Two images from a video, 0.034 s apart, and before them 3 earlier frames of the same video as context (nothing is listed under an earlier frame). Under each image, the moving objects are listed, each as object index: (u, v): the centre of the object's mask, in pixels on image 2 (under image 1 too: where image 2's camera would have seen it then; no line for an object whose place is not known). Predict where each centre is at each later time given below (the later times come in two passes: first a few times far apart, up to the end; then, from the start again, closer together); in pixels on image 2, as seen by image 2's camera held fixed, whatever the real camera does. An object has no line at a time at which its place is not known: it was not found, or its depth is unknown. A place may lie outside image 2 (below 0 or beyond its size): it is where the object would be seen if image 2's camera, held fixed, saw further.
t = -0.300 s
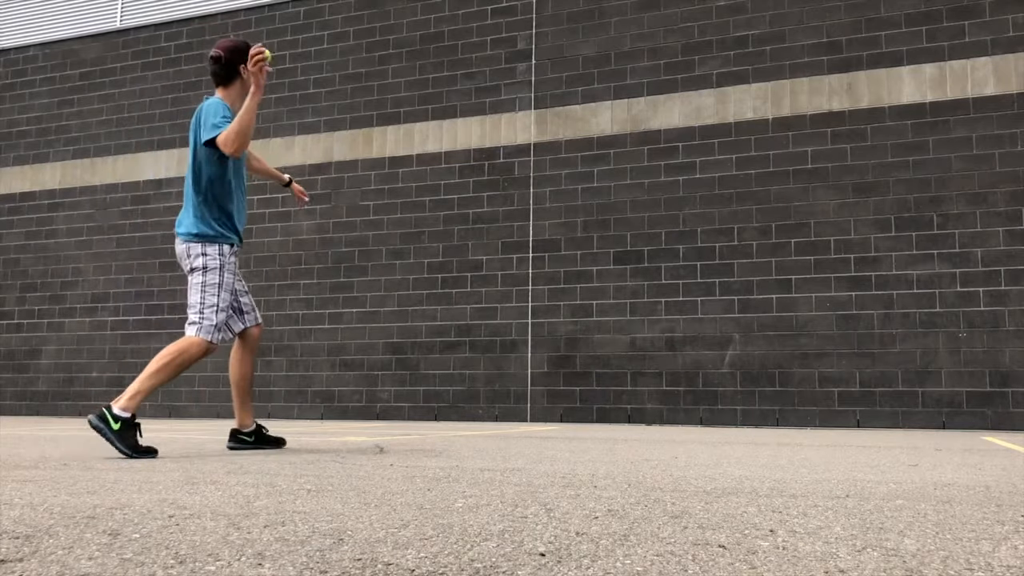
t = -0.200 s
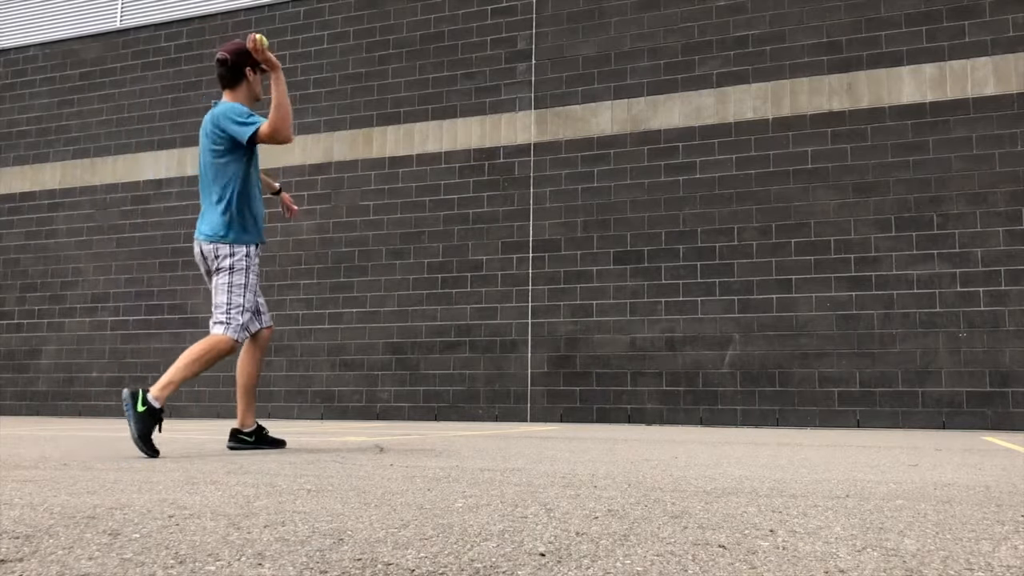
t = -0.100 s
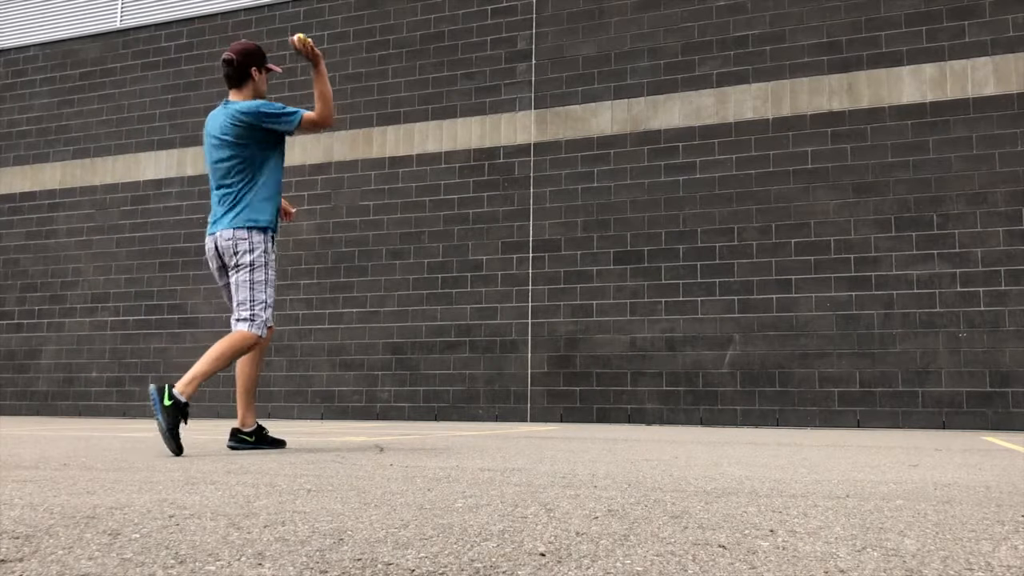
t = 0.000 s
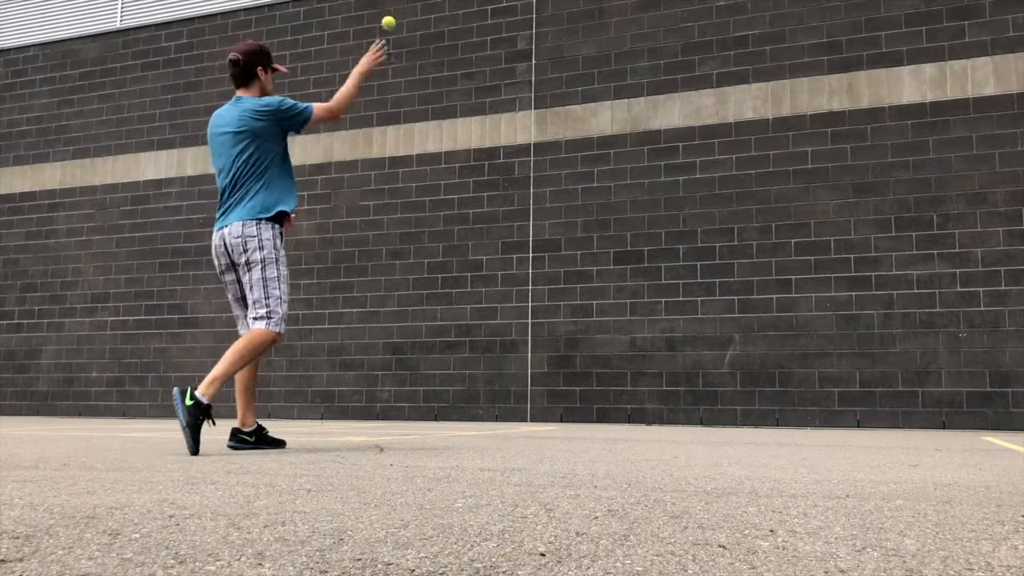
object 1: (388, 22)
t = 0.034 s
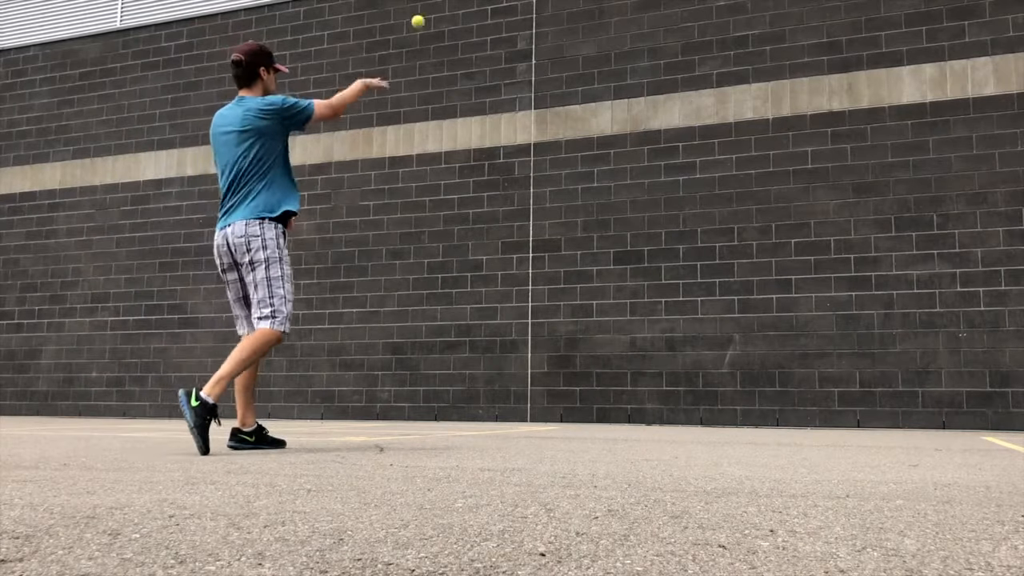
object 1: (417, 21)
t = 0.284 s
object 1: (565, 58)
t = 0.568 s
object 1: (654, 153)
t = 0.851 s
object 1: (698, 264)
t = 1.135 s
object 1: (667, 370)
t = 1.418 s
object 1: (632, 348)
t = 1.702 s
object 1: (593, 302)
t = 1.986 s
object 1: (544, 365)
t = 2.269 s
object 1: (478, 370)
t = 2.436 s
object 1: (430, 348)
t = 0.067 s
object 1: (444, 22)
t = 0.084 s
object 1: (456, 23)
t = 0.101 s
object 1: (468, 24)
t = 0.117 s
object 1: (479, 26)
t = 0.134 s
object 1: (489, 28)
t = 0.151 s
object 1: (499, 31)
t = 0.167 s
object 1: (509, 33)
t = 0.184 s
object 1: (518, 36)
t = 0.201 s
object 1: (526, 39)
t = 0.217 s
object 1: (535, 42)
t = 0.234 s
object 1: (543, 46)
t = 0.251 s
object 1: (551, 50)
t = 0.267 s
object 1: (558, 54)
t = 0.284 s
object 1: (565, 58)
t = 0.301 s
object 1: (572, 63)
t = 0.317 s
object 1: (578, 67)
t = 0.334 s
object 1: (584, 72)
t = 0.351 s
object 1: (591, 77)
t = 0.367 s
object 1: (596, 81)
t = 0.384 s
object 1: (602, 86)
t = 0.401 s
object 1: (607, 92)
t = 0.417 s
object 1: (613, 97)
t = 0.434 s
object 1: (618, 103)
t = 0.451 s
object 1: (623, 108)
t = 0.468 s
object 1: (628, 114)
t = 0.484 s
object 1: (633, 121)
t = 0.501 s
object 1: (637, 127)
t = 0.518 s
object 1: (641, 133)
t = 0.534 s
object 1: (645, 139)
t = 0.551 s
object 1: (650, 146)
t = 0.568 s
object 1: (654, 153)
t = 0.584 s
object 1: (658, 159)
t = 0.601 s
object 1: (662, 165)
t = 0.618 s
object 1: (666, 172)
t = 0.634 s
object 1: (669, 179)
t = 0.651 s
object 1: (673, 186)
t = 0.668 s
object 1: (676, 193)
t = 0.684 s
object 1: (680, 201)
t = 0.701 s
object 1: (683, 208)
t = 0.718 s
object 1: (686, 215)
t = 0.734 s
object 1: (689, 223)
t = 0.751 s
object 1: (692, 231)
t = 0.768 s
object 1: (695, 238)
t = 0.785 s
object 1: (699, 246)
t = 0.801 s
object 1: (701, 253)
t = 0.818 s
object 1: (702, 258)
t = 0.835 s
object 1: (700, 260)
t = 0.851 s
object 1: (698, 264)
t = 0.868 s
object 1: (697, 267)
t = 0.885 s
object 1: (695, 271)
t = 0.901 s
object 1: (693, 275)
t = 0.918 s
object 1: (692, 279)
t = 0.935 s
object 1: (689, 284)
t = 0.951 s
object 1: (688, 289)
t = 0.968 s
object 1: (686, 295)
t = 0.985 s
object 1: (684, 300)
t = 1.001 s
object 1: (682, 306)
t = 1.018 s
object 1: (681, 313)
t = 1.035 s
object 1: (678, 320)
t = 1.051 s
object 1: (677, 327)
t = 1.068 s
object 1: (675, 335)
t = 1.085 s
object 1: (673, 343)
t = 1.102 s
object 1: (671, 352)
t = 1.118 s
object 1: (669, 361)
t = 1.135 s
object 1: (667, 370)
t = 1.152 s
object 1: (665, 380)
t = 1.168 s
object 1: (663, 391)
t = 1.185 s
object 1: (661, 402)
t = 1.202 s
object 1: (659, 414)
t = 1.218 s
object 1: (657, 425)
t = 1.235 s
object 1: (654, 422)
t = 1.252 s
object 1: (653, 413)
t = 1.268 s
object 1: (651, 406)
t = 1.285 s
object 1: (649, 399)
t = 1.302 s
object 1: (647, 391)
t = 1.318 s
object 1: (645, 384)
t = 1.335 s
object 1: (643, 378)
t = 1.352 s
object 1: (641, 371)
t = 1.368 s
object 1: (639, 365)
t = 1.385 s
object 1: (637, 359)
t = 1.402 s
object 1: (635, 353)
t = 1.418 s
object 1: (632, 348)
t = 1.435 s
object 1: (630, 343)
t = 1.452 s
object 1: (628, 338)
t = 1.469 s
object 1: (626, 334)
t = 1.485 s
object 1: (624, 329)
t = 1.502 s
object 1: (622, 325)
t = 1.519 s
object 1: (619, 322)
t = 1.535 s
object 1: (617, 318)
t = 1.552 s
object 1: (615, 315)
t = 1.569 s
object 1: (613, 312)
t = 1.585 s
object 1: (611, 310)
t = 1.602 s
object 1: (608, 308)
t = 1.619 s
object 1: (605, 306)
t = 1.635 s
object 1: (603, 304)
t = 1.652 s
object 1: (601, 303)
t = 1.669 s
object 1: (598, 302)
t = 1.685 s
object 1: (596, 301)
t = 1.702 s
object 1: (593, 302)
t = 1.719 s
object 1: (591, 302)
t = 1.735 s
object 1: (588, 302)
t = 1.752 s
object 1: (585, 303)
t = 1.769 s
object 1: (583, 304)
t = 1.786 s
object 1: (580, 306)
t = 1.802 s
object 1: (577, 309)
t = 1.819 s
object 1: (574, 312)
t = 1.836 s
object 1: (571, 315)
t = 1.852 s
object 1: (569, 318)
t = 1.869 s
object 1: (566, 322)
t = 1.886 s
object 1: (563, 327)
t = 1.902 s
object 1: (560, 332)
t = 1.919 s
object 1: (556, 338)
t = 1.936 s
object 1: (553, 344)
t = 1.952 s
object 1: (550, 351)
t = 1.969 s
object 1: (547, 358)
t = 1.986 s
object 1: (544, 365)
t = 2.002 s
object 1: (540, 374)
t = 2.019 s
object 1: (537, 383)
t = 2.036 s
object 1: (533, 393)
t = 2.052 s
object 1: (530, 403)
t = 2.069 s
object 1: (526, 415)
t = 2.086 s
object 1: (522, 427)
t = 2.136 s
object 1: (511, 419)
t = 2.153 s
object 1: (507, 412)
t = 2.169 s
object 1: (503, 405)
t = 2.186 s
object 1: (499, 398)
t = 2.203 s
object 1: (495, 392)
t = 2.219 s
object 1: (491, 386)
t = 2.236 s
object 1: (487, 380)
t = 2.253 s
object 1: (483, 375)
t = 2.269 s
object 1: (478, 370)
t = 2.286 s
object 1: (474, 365)
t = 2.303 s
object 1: (469, 362)
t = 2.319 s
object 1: (465, 358)
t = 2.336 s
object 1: (460, 355)
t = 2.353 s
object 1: (455, 353)
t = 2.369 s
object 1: (450, 351)
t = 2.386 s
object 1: (446, 349)
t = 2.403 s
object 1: (441, 348)
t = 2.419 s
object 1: (435, 348)
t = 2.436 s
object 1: (430, 348)
